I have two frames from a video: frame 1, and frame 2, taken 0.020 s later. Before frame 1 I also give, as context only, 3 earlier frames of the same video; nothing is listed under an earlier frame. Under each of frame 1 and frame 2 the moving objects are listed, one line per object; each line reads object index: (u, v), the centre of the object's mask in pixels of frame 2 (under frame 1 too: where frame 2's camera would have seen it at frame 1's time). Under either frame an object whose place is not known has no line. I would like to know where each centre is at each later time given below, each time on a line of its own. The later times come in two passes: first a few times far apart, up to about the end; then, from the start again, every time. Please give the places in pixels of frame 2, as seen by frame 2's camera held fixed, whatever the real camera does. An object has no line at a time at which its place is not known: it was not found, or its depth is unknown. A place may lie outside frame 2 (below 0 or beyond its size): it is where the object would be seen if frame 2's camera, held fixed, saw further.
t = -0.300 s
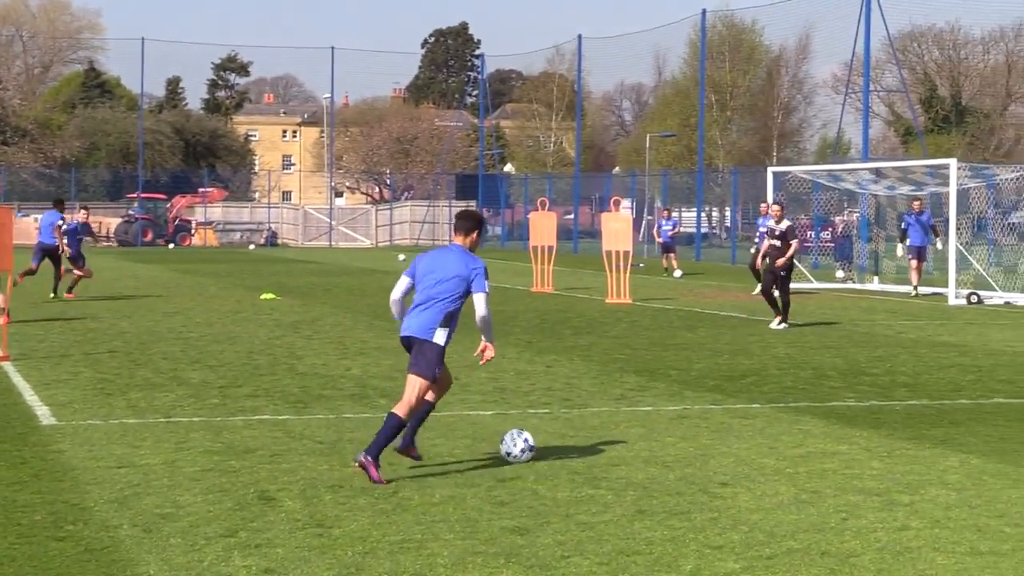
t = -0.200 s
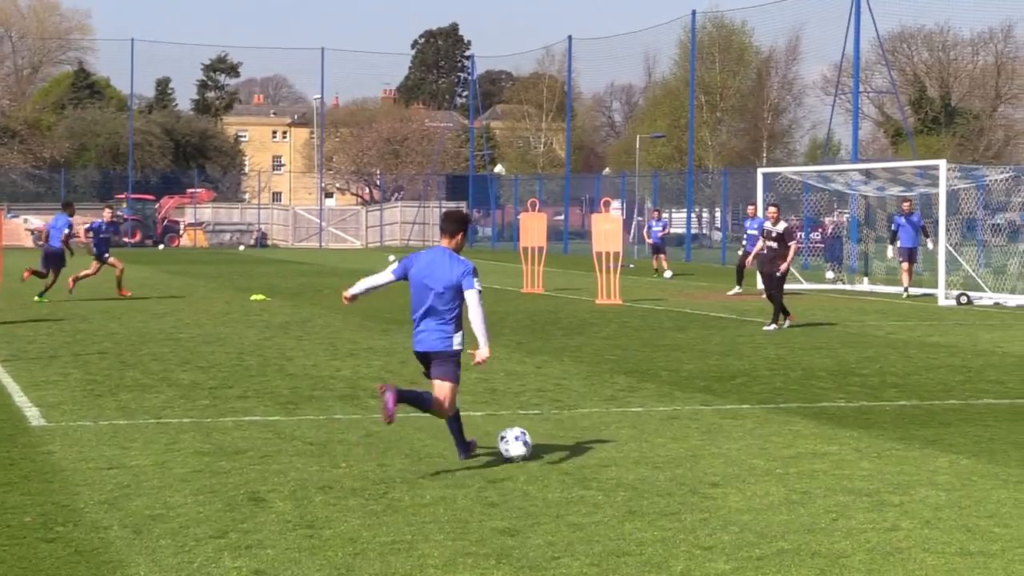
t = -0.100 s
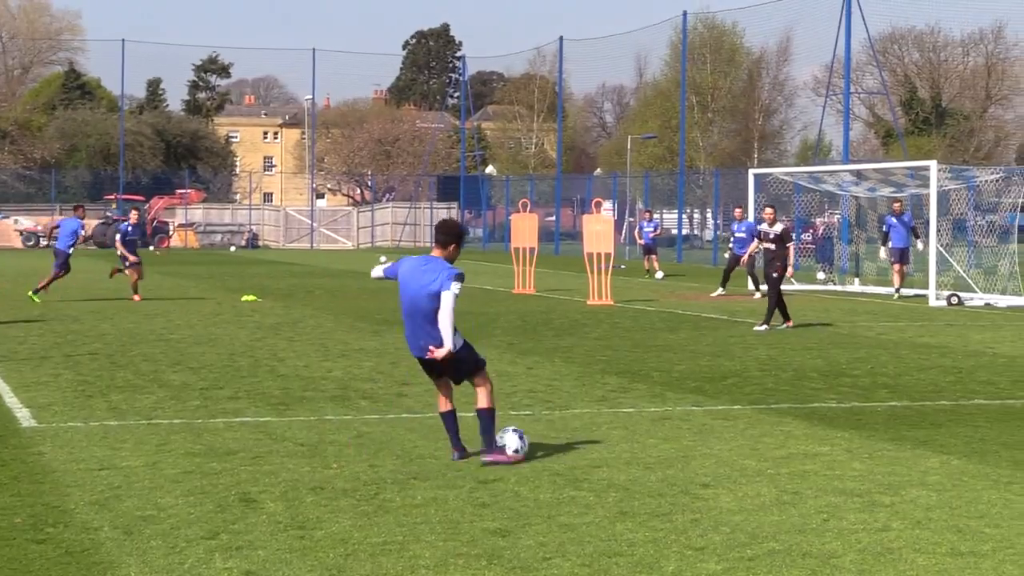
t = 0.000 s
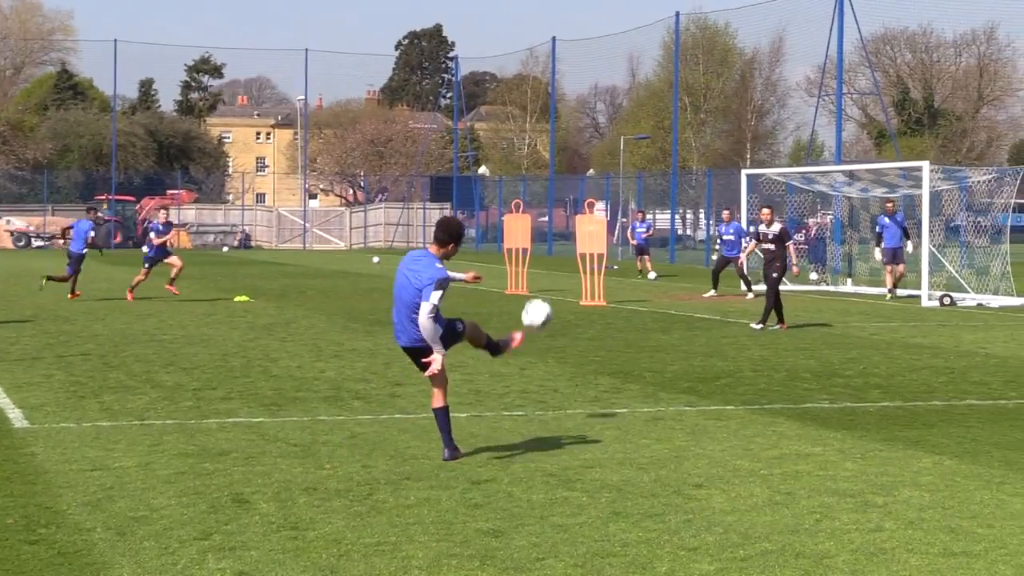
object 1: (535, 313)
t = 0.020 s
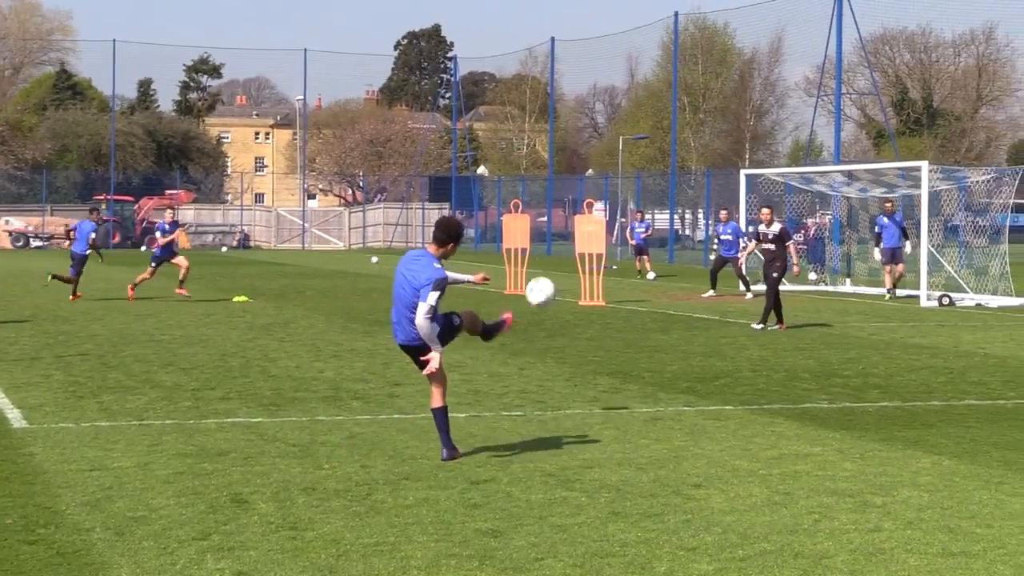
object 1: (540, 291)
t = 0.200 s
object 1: (561, 155)
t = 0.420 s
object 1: (556, 91)
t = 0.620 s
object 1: (538, 87)
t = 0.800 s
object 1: (517, 110)
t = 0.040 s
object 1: (544, 270)
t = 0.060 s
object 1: (548, 251)
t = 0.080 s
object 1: (551, 233)
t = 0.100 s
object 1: (554, 217)
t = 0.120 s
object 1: (556, 202)
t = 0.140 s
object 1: (558, 188)
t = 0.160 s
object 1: (559, 176)
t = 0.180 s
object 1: (560, 165)
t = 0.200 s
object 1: (561, 155)
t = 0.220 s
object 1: (562, 146)
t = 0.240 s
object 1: (562, 137)
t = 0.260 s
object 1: (562, 129)
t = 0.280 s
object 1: (561, 121)
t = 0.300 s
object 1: (561, 116)
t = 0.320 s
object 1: (560, 110)
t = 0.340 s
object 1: (560, 105)
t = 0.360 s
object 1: (559, 101)
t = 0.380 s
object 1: (558, 97)
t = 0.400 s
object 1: (556, 94)
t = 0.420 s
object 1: (556, 91)
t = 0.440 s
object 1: (554, 89)
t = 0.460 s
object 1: (553, 87)
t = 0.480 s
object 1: (551, 86)
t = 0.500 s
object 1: (549, 85)
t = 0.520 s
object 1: (547, 85)
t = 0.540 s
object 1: (545, 84)
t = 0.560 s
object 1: (544, 85)
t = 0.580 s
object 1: (541, 85)
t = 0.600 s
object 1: (539, 86)
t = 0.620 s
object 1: (538, 87)
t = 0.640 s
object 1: (535, 89)
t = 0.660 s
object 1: (533, 91)
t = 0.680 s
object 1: (531, 93)
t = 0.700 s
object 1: (529, 95)
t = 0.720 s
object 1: (526, 97)
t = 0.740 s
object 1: (524, 100)
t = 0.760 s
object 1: (522, 104)
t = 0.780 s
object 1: (519, 107)
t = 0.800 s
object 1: (517, 110)
